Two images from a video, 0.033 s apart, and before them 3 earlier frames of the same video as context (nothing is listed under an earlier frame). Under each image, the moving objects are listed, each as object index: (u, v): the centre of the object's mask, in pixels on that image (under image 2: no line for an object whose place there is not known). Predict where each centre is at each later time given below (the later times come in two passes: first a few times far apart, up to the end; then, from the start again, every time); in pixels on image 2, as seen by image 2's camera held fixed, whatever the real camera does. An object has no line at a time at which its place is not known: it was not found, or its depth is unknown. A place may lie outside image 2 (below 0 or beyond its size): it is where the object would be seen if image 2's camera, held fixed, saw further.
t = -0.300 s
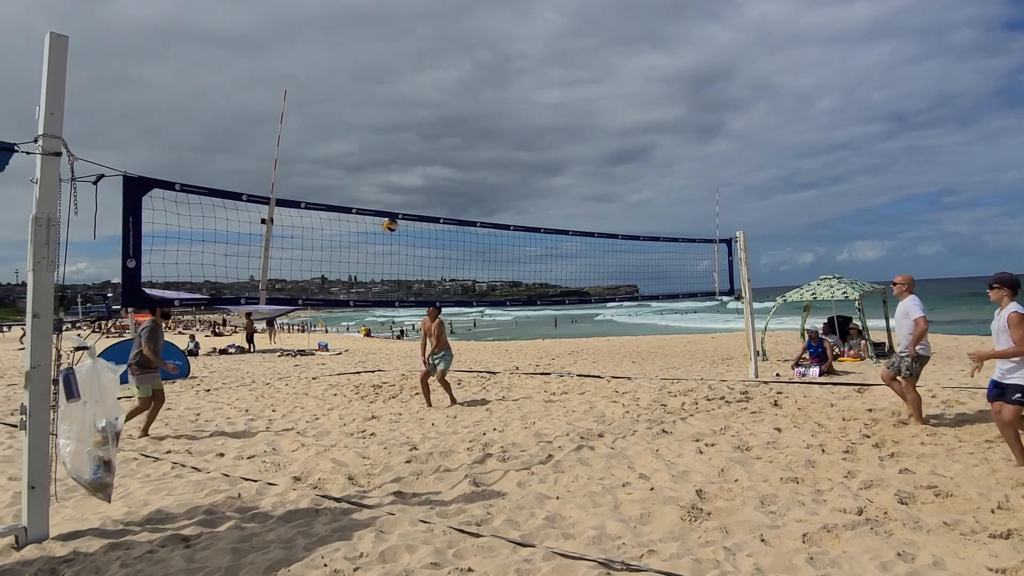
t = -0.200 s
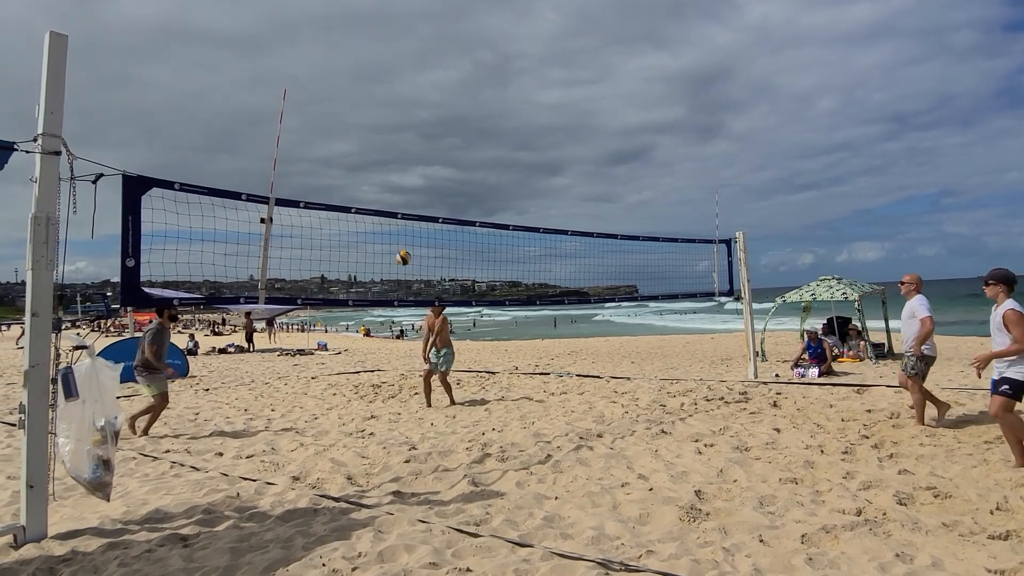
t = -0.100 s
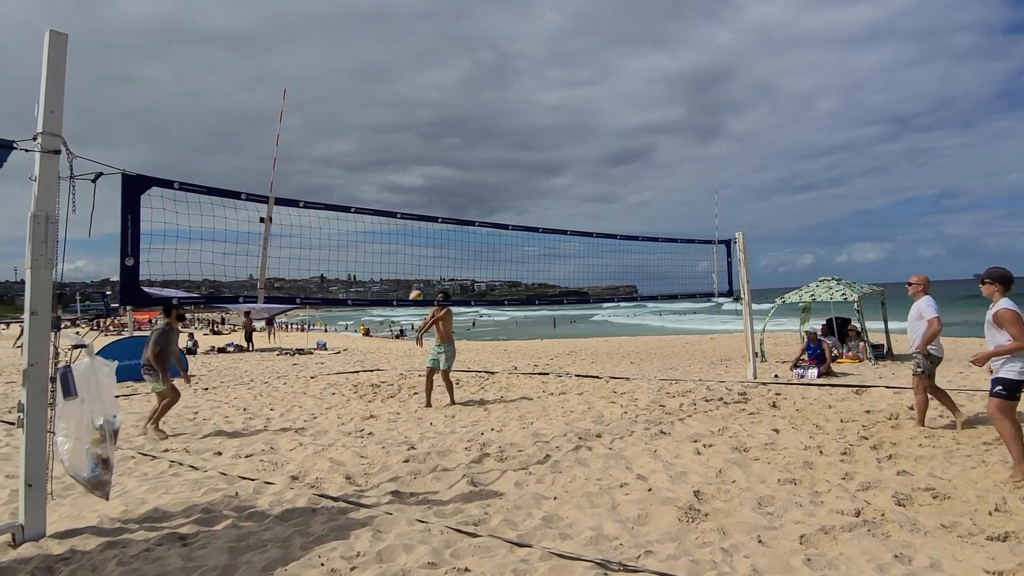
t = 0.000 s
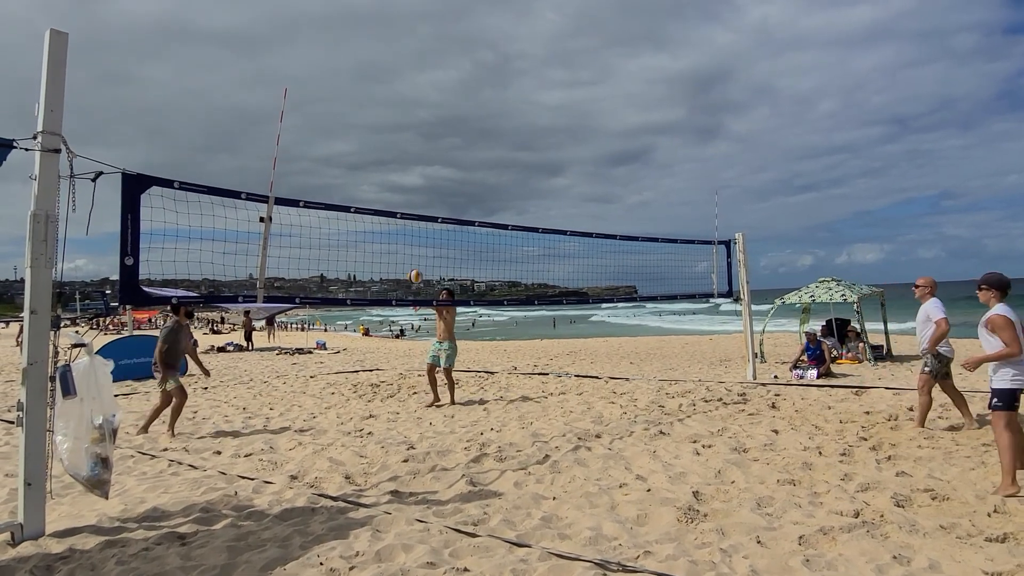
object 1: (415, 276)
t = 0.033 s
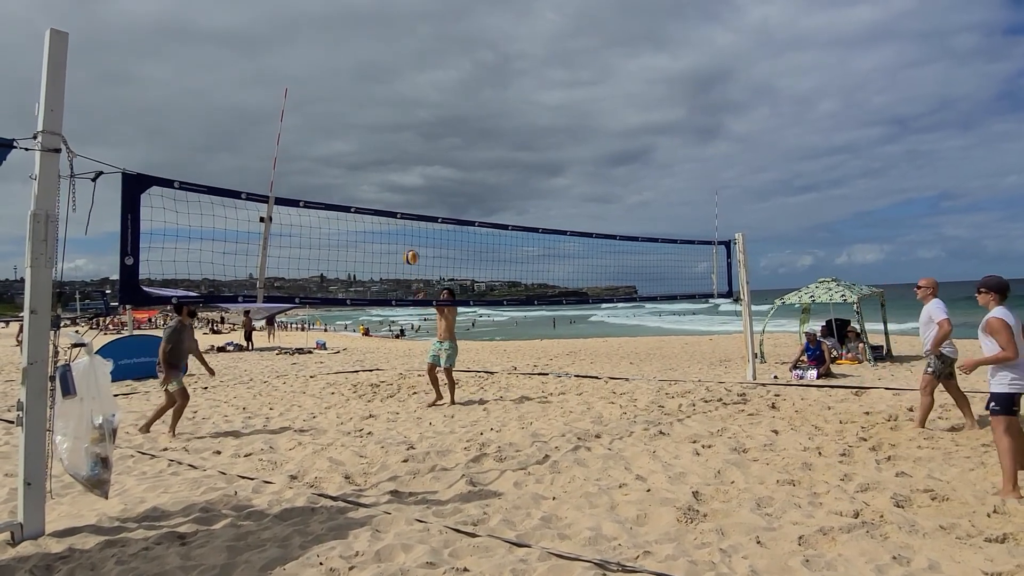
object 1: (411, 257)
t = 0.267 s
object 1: (386, 139)
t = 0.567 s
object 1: (354, 38)
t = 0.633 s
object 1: (345, 24)
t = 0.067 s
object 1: (408, 239)
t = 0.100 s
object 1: (404, 223)
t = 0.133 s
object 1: (401, 203)
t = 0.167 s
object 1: (397, 186)
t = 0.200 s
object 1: (393, 170)
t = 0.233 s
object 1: (390, 154)
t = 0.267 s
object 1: (386, 139)
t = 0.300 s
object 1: (382, 126)
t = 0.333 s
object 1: (379, 112)
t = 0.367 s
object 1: (375, 99)
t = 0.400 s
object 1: (372, 87)
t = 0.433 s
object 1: (368, 76)
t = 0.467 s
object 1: (365, 65)
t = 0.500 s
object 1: (361, 55)
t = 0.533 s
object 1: (357, 46)
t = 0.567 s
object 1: (354, 38)
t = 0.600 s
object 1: (349, 30)
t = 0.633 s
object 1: (345, 24)
